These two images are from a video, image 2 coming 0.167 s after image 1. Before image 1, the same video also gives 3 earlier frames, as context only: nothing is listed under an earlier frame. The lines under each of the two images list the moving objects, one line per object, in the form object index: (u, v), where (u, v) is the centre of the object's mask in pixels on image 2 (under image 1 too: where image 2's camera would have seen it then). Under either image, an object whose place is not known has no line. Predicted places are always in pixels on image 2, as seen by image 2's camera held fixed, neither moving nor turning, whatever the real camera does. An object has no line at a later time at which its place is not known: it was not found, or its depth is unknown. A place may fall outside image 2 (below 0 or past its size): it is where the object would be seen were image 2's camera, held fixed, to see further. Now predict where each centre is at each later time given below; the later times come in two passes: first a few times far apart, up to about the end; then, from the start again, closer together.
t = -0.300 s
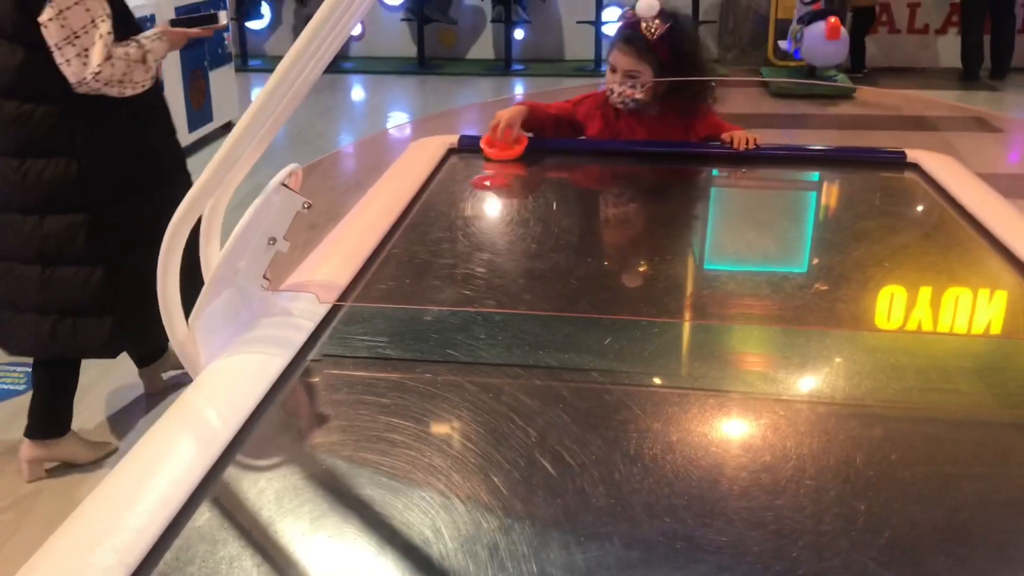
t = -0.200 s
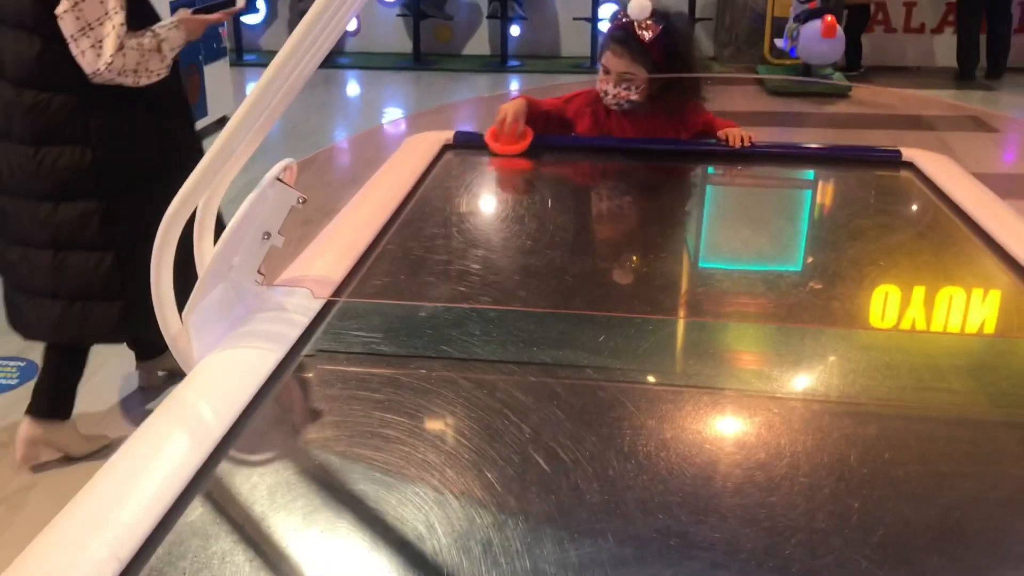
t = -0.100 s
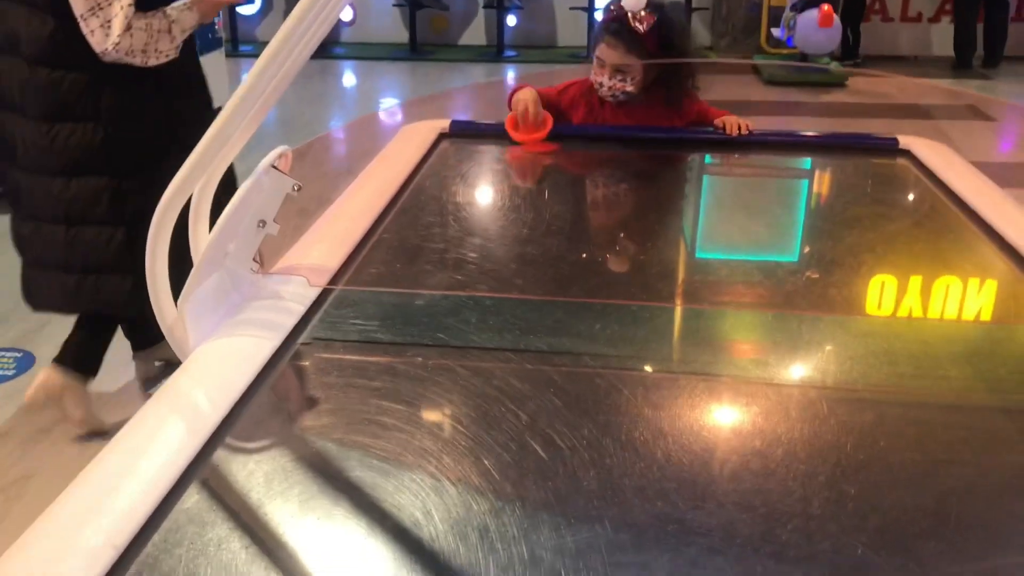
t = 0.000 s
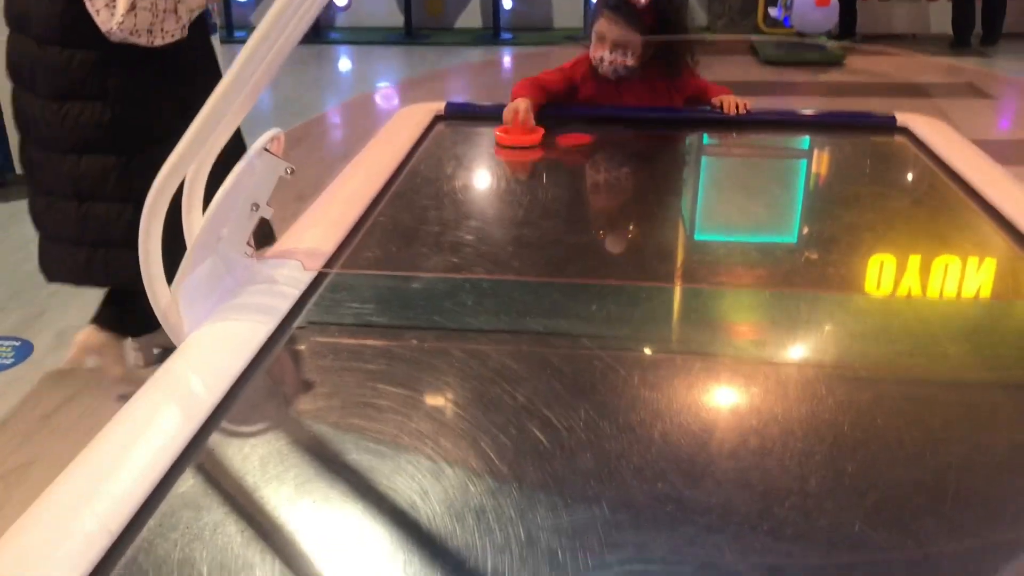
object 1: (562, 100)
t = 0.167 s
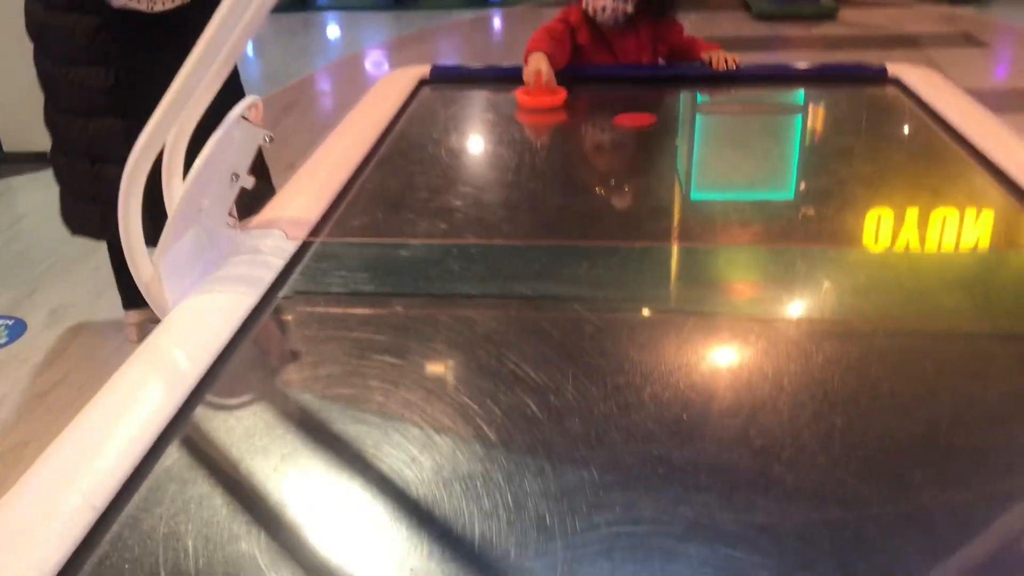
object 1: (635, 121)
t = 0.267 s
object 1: (684, 135)
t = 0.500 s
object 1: (827, 171)
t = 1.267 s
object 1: (896, 340)
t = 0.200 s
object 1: (650, 125)
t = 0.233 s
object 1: (667, 130)
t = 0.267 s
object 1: (684, 135)
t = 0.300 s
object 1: (702, 140)
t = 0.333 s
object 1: (722, 145)
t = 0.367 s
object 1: (740, 150)
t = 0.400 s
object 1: (761, 155)
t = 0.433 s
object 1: (782, 160)
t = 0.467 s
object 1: (805, 166)
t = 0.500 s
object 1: (827, 171)
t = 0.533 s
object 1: (849, 177)
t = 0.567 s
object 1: (874, 183)
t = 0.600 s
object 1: (901, 190)
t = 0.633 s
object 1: (927, 197)
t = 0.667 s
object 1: (956, 203)
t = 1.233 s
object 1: (909, 331)
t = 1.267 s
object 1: (896, 340)
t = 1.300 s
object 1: (883, 348)
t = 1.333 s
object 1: (872, 357)
